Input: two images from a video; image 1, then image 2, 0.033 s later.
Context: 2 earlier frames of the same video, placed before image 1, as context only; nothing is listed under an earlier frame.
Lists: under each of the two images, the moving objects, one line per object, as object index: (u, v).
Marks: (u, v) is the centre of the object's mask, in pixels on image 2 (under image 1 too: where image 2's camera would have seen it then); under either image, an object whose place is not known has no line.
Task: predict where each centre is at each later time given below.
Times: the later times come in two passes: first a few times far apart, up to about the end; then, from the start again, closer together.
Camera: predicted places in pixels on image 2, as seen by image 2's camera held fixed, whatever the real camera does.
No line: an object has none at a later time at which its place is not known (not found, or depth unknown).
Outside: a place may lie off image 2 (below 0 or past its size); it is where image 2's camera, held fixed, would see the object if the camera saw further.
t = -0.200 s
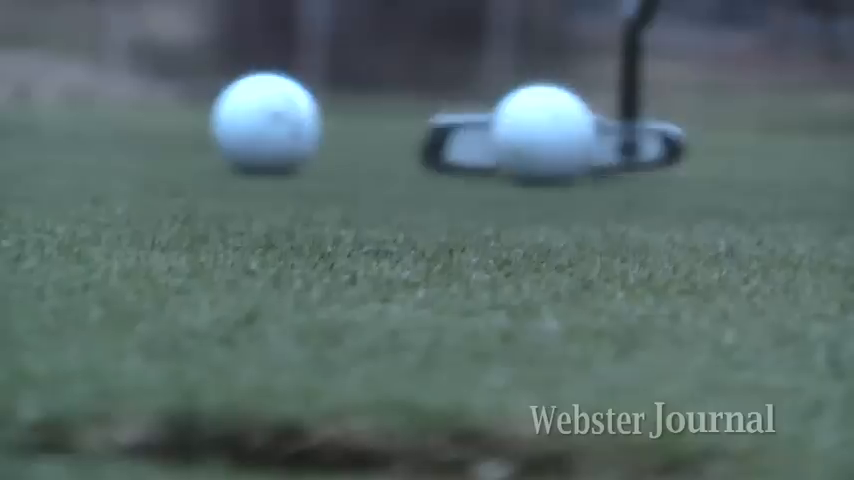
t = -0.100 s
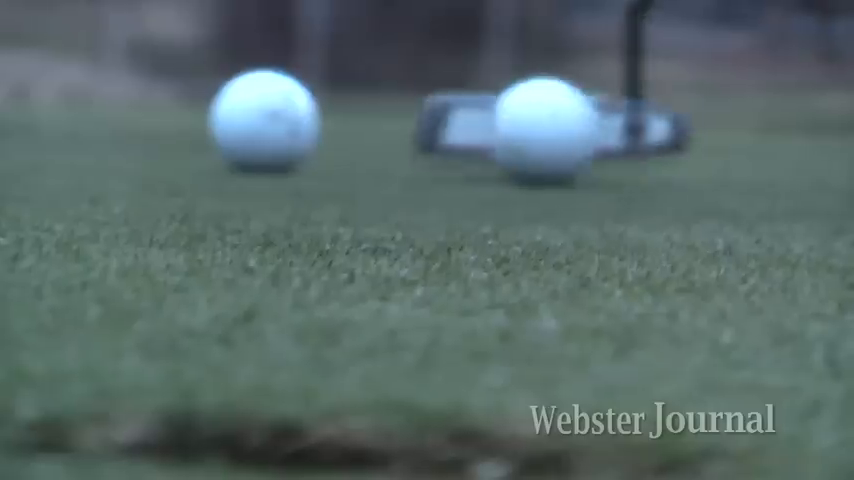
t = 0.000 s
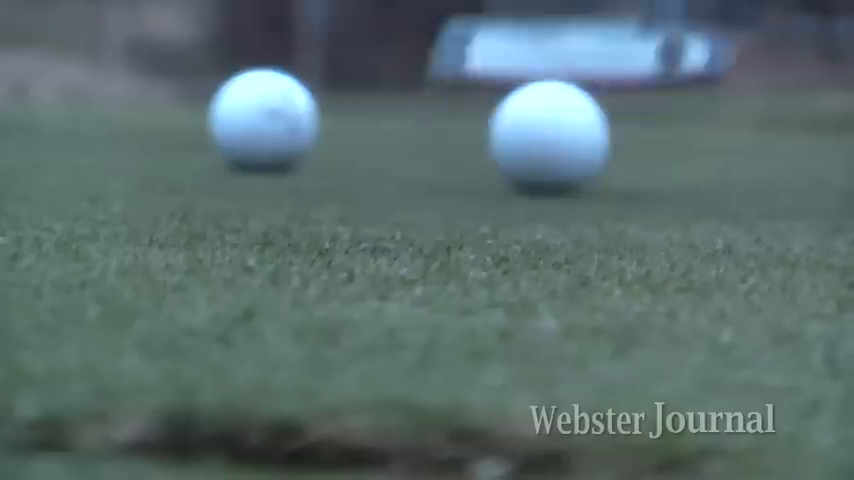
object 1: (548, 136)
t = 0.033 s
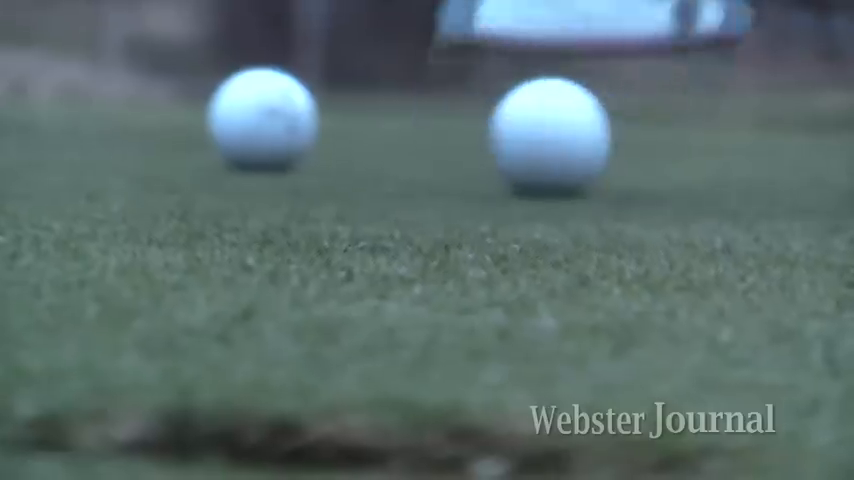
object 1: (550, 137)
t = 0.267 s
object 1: (556, 146)
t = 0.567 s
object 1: (565, 157)
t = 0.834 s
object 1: (580, 184)
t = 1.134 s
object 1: (587, 213)
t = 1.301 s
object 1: (582, 221)
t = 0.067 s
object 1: (550, 139)
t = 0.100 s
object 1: (552, 139)
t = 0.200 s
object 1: (553, 145)
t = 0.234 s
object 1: (554, 146)
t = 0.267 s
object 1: (556, 146)
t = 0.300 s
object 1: (558, 148)
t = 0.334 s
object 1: (559, 148)
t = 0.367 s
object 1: (561, 147)
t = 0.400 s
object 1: (563, 147)
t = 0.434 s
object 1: (564, 149)
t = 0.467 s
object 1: (565, 150)
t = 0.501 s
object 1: (565, 151)
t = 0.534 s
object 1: (564, 155)
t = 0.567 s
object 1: (565, 157)
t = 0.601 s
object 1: (566, 162)
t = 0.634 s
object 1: (565, 162)
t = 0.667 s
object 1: (565, 164)
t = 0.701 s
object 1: (567, 168)
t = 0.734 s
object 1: (568, 170)
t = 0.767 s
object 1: (570, 175)
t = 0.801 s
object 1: (575, 176)
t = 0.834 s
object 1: (580, 184)
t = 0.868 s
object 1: (585, 185)
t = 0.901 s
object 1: (589, 189)
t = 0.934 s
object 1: (592, 190)
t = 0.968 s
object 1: (592, 193)
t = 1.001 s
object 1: (592, 198)
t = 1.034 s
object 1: (591, 200)
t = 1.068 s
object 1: (588, 203)
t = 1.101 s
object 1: (587, 207)
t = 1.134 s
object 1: (587, 213)
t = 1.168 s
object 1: (588, 217)
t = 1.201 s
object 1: (589, 220)
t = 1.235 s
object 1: (589, 224)
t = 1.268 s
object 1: (587, 224)
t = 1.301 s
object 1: (582, 221)
